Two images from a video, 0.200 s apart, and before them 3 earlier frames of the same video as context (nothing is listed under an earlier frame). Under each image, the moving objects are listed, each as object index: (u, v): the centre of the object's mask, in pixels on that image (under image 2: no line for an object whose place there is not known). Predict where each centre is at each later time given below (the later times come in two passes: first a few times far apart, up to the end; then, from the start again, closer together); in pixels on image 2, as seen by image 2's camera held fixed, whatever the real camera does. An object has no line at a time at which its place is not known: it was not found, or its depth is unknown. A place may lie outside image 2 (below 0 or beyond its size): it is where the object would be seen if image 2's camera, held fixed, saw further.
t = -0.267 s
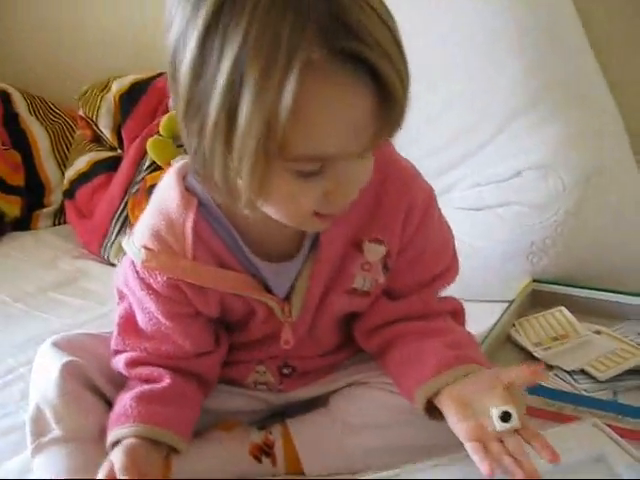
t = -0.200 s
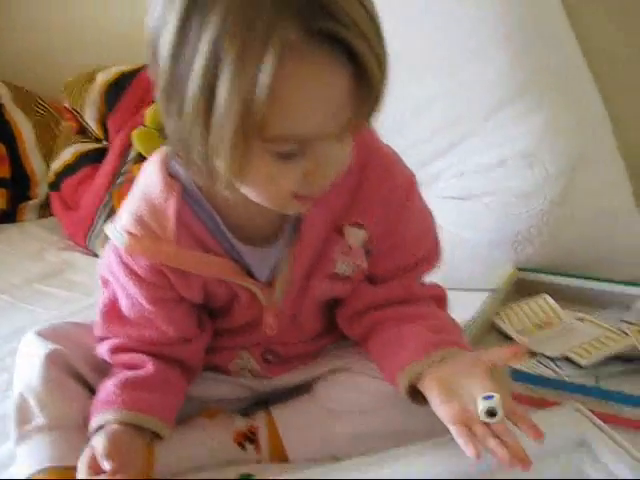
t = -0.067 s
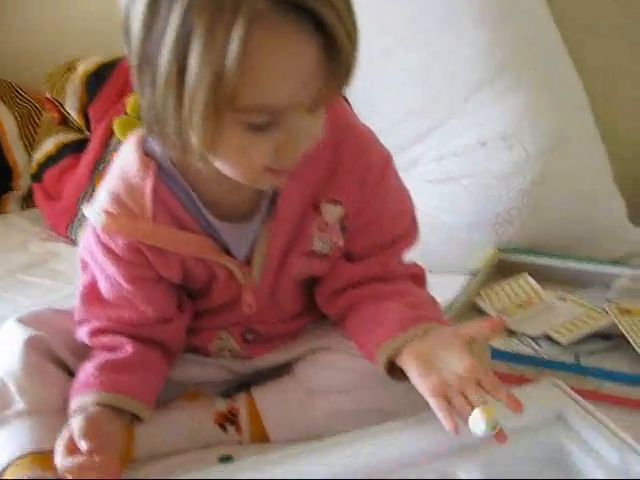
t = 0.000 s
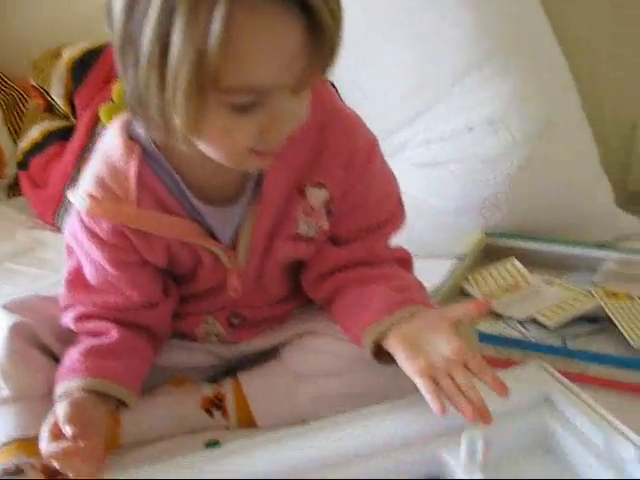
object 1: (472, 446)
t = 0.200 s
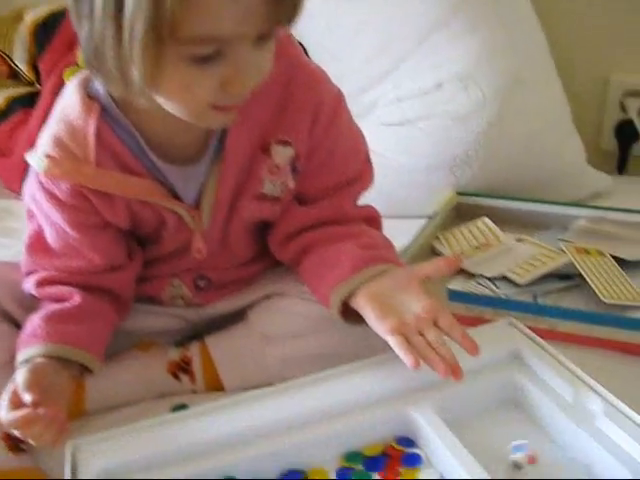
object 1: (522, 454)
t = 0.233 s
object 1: (534, 454)
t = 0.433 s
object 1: (553, 453)
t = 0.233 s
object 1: (534, 454)
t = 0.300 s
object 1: (551, 449)
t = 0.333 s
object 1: (557, 447)
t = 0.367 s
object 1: (556, 448)
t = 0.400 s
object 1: (554, 450)
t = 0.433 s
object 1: (553, 453)
